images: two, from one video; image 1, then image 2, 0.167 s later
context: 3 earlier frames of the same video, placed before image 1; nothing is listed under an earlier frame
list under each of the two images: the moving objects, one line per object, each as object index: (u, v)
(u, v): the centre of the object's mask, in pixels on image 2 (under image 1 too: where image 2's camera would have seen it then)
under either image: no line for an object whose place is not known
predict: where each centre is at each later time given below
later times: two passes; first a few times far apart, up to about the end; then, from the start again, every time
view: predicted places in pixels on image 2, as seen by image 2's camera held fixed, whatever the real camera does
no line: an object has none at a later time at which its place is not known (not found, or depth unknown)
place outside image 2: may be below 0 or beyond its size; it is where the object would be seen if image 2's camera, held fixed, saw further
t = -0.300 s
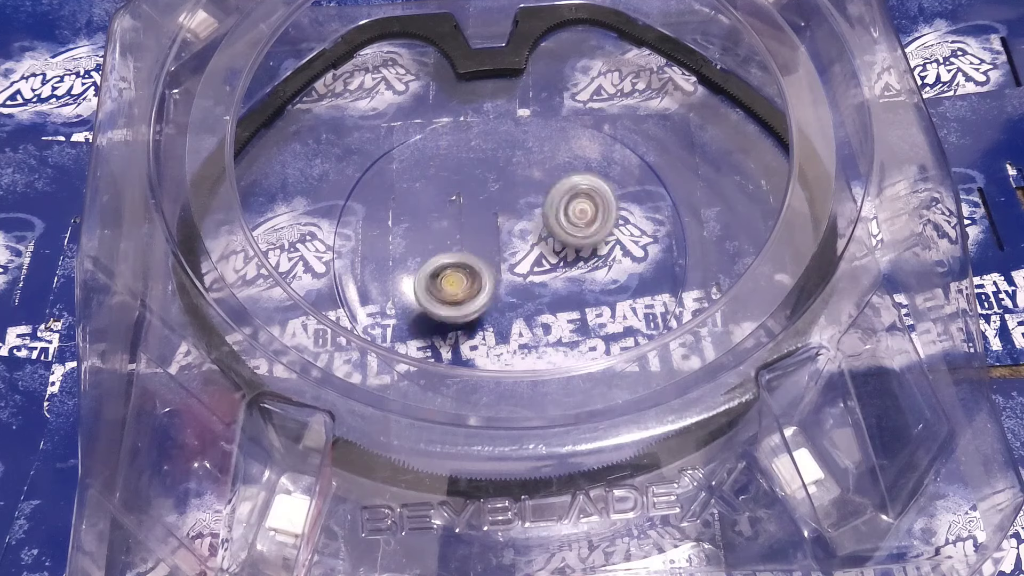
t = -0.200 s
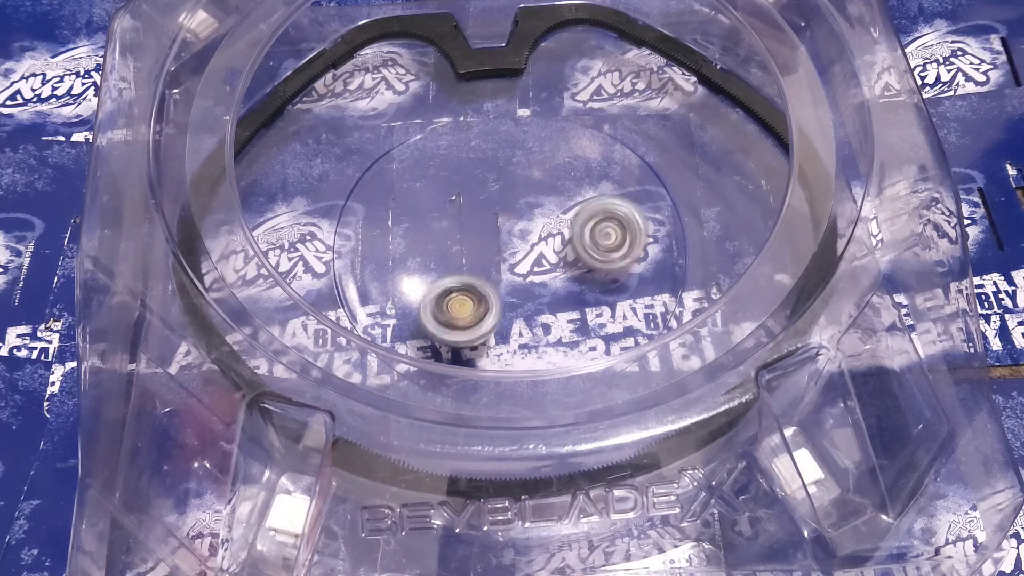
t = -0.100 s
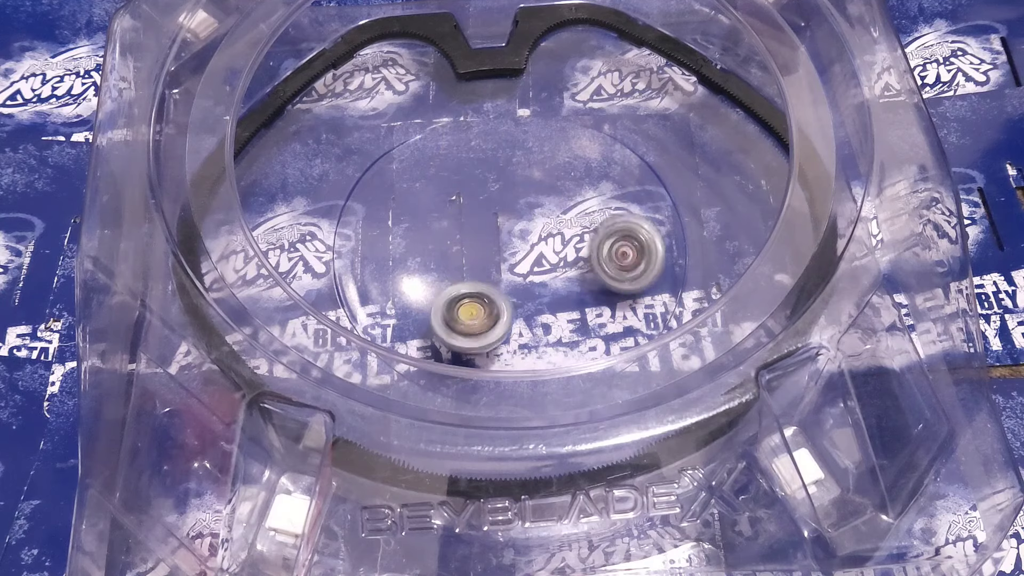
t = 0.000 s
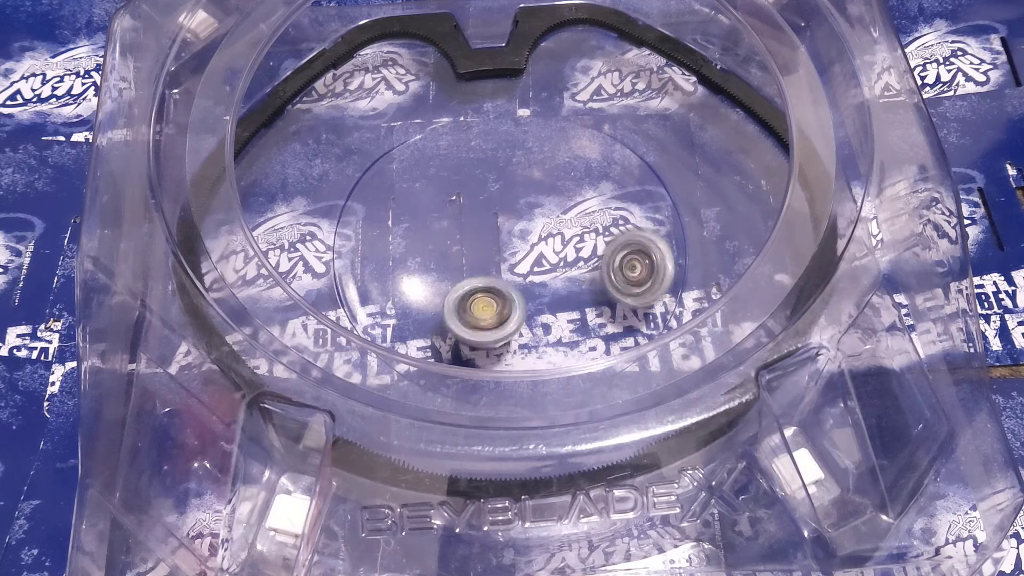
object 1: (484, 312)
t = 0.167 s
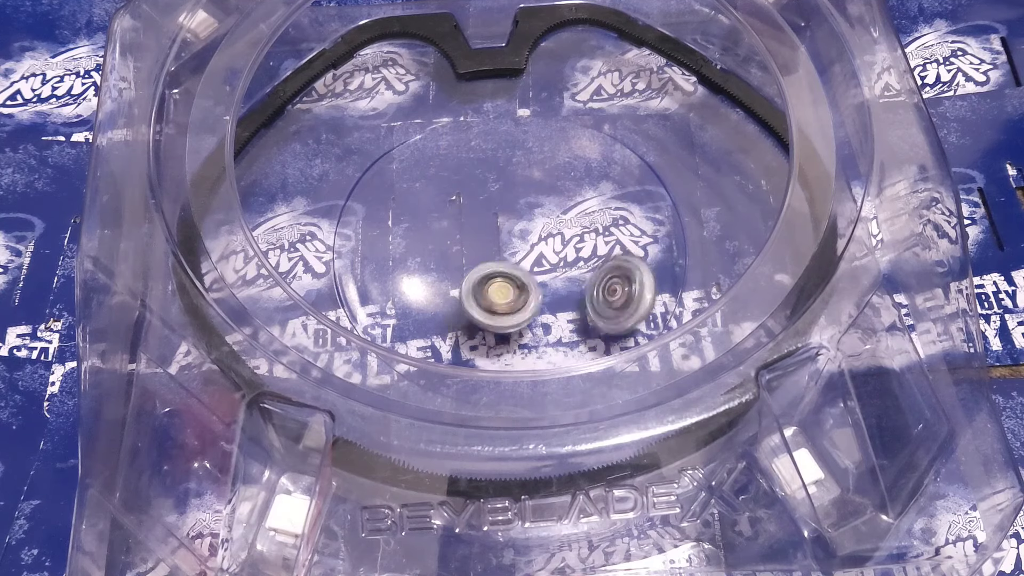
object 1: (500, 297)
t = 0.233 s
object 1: (505, 289)
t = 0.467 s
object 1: (380, 112)
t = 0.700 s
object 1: (370, 96)
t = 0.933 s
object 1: (507, 221)
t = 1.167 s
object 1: (662, 277)
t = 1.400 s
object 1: (693, 278)
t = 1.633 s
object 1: (663, 326)
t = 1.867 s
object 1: (539, 424)
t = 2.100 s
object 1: (363, 393)
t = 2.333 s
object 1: (222, 261)
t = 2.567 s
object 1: (270, 135)
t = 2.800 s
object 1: (378, 39)
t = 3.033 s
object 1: (447, 98)
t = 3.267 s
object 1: (520, 90)
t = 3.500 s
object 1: (583, 109)
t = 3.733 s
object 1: (500, 208)
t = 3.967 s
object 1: (429, 208)
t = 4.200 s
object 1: (425, 157)
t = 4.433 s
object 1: (492, 172)
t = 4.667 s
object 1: (570, 218)
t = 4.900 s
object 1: (599, 248)
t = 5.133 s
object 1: (578, 268)
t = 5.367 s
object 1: (584, 290)
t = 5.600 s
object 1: (555, 281)
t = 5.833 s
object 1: (542, 264)
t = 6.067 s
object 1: (548, 260)
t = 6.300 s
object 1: (533, 280)
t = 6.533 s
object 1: (509, 252)
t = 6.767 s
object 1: (514, 220)
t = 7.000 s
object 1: (505, 243)
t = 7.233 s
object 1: (477, 258)
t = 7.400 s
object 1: (483, 240)
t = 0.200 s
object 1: (503, 293)
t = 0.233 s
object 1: (505, 289)
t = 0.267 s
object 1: (508, 285)
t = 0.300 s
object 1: (509, 281)
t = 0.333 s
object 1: (480, 241)
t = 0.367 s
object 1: (448, 206)
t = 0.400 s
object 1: (420, 168)
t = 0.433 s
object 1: (396, 136)
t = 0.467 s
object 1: (380, 112)
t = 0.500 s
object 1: (369, 94)
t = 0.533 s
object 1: (359, 83)
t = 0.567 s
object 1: (348, 66)
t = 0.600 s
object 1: (338, 48)
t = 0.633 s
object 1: (347, 64)
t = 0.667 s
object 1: (358, 81)
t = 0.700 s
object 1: (370, 96)
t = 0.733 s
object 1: (385, 112)
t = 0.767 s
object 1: (399, 129)
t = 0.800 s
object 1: (418, 149)
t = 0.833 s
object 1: (438, 167)
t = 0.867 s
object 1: (460, 187)
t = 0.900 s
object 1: (483, 204)
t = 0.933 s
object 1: (507, 221)
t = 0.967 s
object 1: (531, 236)
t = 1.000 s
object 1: (556, 250)
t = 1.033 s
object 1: (580, 261)
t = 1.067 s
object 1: (602, 268)
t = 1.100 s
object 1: (624, 273)
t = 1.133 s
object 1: (644, 275)
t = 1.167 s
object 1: (662, 277)
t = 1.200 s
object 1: (674, 277)
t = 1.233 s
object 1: (680, 274)
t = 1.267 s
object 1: (682, 275)
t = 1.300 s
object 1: (686, 273)
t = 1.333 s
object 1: (689, 275)
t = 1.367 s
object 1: (692, 276)
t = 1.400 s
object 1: (693, 278)
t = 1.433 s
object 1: (693, 283)
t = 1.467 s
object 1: (692, 288)
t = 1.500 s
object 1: (691, 293)
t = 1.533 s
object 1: (687, 300)
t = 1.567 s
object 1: (680, 308)
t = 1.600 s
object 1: (674, 316)
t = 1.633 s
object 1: (663, 326)
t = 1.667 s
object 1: (663, 359)
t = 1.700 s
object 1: (648, 375)
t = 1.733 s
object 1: (629, 386)
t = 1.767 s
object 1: (615, 401)
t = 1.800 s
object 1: (592, 414)
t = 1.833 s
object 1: (567, 427)
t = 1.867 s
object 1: (539, 424)
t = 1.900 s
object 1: (521, 423)
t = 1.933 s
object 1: (497, 419)
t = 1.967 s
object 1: (470, 416)
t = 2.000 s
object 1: (445, 411)
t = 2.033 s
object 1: (415, 408)
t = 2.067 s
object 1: (391, 402)
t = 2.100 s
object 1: (363, 393)
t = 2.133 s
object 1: (334, 379)
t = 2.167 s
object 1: (306, 369)
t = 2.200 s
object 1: (277, 350)
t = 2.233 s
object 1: (259, 327)
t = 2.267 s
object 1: (244, 305)
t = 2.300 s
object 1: (232, 285)
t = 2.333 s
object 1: (222, 261)
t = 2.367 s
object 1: (217, 238)
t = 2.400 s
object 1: (223, 217)
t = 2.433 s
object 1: (225, 196)
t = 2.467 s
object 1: (227, 175)
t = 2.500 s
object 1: (244, 161)
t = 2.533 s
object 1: (261, 146)
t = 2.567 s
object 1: (270, 135)
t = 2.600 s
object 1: (282, 120)
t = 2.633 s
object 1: (295, 106)
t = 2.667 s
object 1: (308, 93)
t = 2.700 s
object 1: (322, 79)
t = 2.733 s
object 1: (338, 66)
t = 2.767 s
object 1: (357, 52)
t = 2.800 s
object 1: (378, 39)
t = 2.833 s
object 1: (400, 30)
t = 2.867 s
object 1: (419, 36)
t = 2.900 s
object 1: (435, 44)
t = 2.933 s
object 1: (449, 54)
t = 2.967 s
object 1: (448, 67)
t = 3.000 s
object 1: (447, 81)
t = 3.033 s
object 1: (447, 98)
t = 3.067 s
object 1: (450, 114)
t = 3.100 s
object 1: (455, 135)
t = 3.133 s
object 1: (464, 157)
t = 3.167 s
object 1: (477, 172)
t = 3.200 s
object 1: (492, 139)
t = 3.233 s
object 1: (508, 106)
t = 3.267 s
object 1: (520, 90)
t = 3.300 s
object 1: (535, 80)
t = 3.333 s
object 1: (548, 72)
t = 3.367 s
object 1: (561, 77)
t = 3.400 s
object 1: (572, 81)
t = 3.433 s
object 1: (580, 90)
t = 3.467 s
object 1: (583, 98)
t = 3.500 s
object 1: (583, 109)
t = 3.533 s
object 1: (578, 126)
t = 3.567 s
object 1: (570, 141)
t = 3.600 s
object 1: (559, 157)
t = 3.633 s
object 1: (544, 172)
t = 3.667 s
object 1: (530, 186)
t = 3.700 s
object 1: (516, 198)
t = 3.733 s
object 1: (500, 208)
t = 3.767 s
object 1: (487, 214)
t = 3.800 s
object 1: (473, 219)
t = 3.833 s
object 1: (461, 222)
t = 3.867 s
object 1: (450, 220)
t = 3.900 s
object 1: (441, 217)
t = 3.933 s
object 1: (435, 214)
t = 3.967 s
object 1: (429, 208)
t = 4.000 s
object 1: (424, 200)
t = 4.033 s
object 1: (421, 192)
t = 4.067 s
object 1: (418, 182)
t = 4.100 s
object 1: (417, 174)
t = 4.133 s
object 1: (418, 166)
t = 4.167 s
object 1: (421, 160)
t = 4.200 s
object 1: (425, 157)
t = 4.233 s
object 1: (430, 155)
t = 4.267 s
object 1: (436, 156)
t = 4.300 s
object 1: (445, 156)
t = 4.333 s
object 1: (455, 158)
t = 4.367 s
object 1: (466, 161)
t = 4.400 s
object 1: (479, 166)
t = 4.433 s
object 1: (492, 172)
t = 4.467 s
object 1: (505, 178)
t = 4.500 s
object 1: (518, 186)
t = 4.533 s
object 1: (530, 193)
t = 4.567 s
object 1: (542, 201)
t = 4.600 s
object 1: (552, 209)
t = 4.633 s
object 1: (560, 215)
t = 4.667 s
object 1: (570, 218)
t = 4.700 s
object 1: (578, 220)
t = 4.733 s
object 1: (586, 225)
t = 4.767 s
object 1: (593, 230)
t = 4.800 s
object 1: (597, 234)
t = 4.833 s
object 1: (599, 238)
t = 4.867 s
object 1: (600, 243)
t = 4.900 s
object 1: (599, 248)
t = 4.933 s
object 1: (595, 253)
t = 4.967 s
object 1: (591, 258)
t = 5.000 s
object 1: (584, 263)
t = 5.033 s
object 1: (582, 265)
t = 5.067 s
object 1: (581, 267)
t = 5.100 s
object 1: (581, 268)
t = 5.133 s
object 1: (578, 268)
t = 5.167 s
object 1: (575, 268)
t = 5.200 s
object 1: (572, 268)
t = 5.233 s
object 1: (570, 270)
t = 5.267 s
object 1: (570, 273)
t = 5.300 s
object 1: (577, 279)
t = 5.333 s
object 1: (583, 285)
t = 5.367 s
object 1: (584, 290)
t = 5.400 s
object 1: (583, 292)
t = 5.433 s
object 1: (584, 293)
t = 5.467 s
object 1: (582, 292)
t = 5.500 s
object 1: (577, 291)
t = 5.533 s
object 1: (572, 289)
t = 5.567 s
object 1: (563, 286)
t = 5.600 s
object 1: (555, 281)
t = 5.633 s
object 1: (548, 276)
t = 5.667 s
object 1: (541, 270)
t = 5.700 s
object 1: (533, 264)
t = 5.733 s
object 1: (537, 265)
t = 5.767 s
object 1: (539, 267)
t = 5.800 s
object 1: (540, 266)
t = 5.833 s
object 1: (542, 264)
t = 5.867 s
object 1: (543, 263)
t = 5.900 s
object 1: (544, 263)
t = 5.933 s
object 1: (545, 261)
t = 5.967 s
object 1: (546, 260)
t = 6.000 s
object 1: (548, 260)
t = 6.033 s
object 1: (548, 259)
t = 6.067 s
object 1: (548, 260)
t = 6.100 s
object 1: (547, 266)
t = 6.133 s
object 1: (544, 268)
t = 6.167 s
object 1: (543, 272)
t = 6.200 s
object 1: (542, 275)
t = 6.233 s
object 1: (542, 276)
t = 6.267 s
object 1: (538, 279)
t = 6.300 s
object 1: (533, 280)
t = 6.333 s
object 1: (528, 279)
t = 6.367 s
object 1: (524, 277)
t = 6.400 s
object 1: (522, 275)
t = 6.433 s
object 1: (519, 272)
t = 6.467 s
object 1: (516, 267)
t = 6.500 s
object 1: (512, 260)
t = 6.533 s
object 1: (509, 252)
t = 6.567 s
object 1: (506, 244)
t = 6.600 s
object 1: (504, 238)
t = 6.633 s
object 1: (505, 230)
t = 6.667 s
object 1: (505, 226)
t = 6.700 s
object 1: (507, 223)
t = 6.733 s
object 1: (510, 220)
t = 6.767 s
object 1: (514, 220)
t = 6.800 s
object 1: (515, 221)
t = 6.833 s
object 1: (516, 224)
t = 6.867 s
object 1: (514, 229)
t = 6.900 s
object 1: (511, 234)
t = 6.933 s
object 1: (509, 237)
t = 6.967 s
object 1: (508, 240)
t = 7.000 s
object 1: (505, 243)
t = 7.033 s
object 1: (502, 246)
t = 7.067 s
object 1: (499, 249)
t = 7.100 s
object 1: (496, 250)
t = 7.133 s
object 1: (490, 252)
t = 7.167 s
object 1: (486, 255)
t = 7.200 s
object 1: (483, 252)
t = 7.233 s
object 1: (477, 258)
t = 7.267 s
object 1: (477, 252)
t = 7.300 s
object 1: (478, 250)
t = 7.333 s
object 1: (480, 245)
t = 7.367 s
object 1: (479, 244)
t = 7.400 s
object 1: (483, 240)
